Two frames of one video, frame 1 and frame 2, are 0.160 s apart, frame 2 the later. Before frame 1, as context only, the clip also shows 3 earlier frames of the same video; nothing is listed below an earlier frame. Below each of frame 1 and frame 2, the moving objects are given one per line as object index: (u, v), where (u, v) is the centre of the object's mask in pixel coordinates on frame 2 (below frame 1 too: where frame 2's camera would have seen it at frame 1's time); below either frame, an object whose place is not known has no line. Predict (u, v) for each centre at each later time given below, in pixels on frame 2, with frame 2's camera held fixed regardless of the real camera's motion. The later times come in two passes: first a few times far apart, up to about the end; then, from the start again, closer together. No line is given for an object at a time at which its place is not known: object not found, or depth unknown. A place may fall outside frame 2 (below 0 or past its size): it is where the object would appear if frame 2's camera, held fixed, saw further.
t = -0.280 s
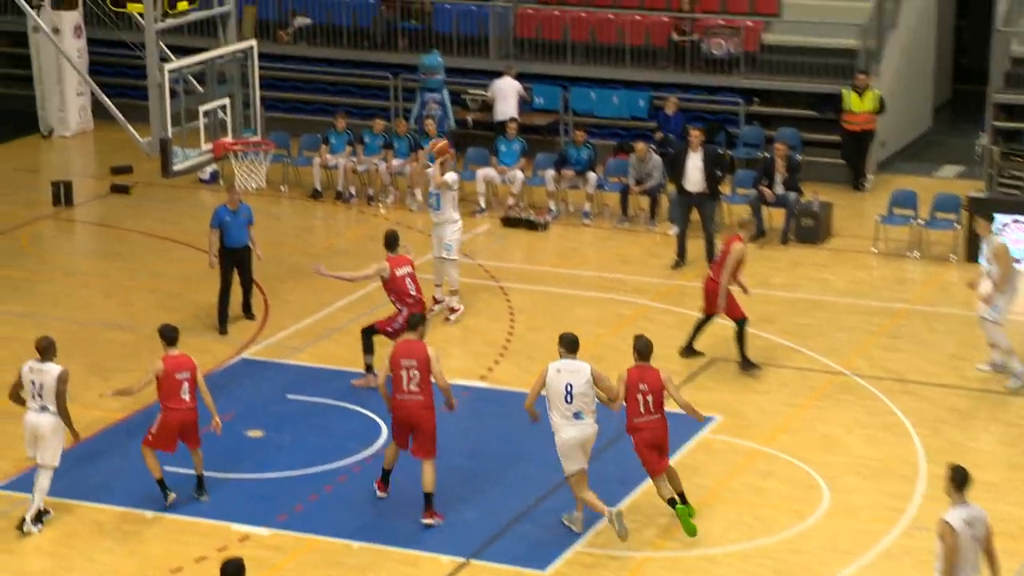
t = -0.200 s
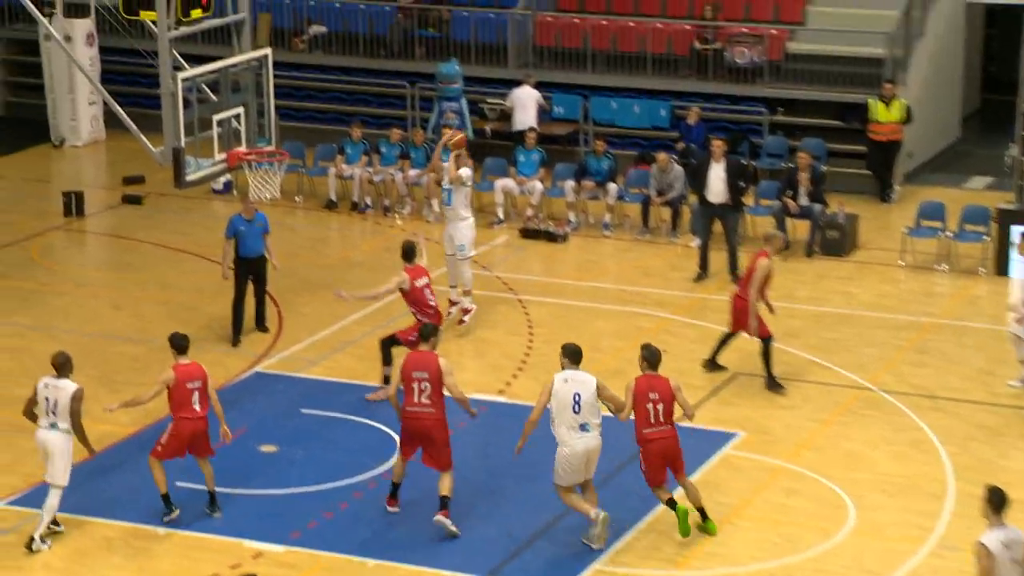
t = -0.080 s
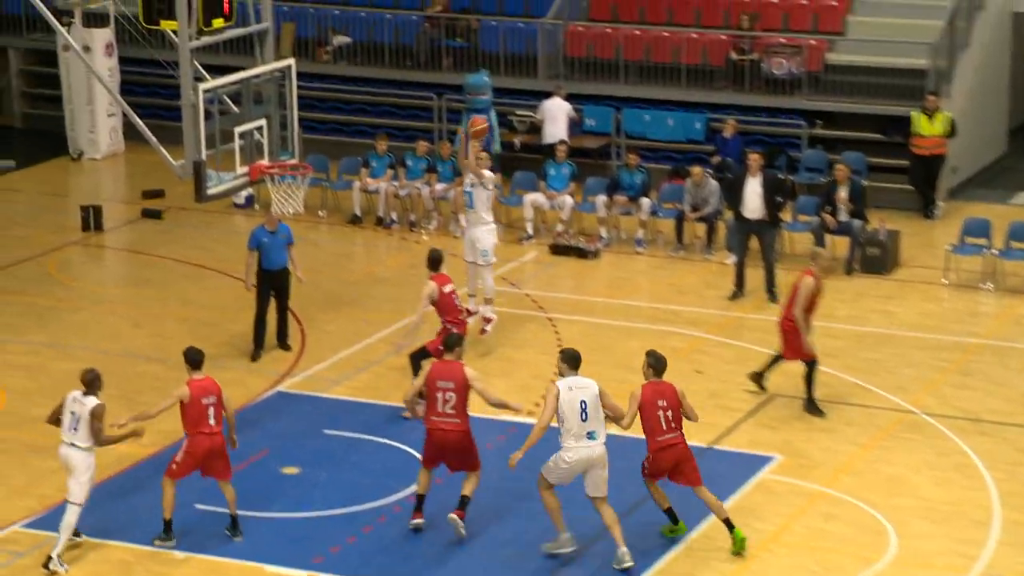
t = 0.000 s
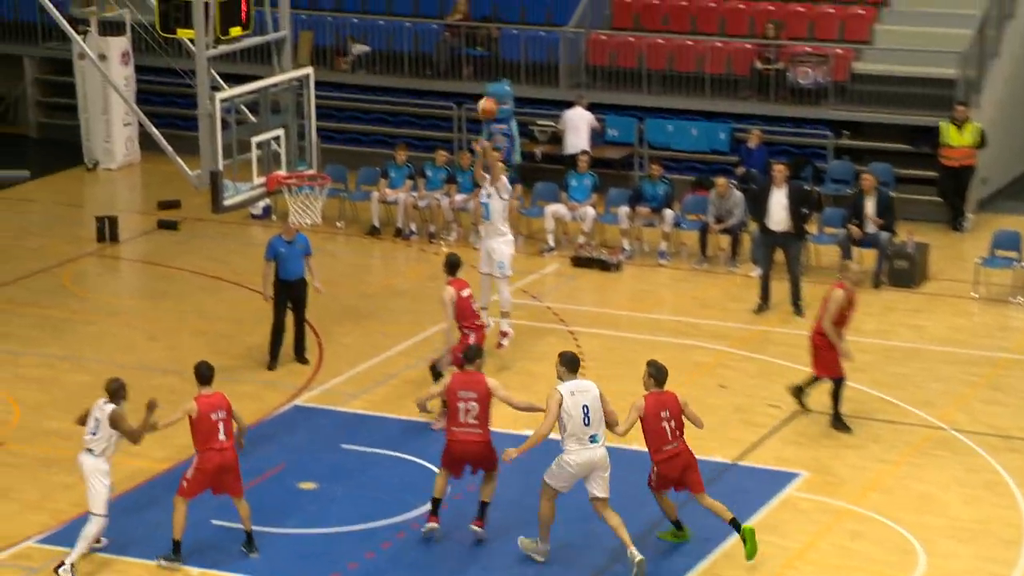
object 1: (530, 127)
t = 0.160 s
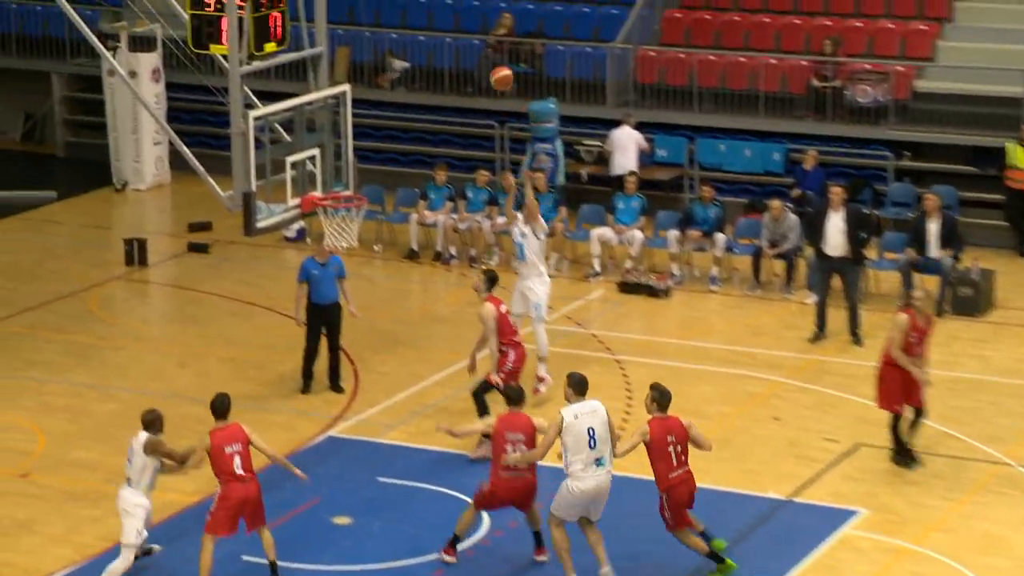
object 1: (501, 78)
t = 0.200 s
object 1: (494, 68)
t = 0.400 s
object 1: (456, 47)
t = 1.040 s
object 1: (338, 192)
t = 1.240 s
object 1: (361, 175)
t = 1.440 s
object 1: (365, 189)
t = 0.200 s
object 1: (494, 68)
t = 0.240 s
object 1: (487, 62)
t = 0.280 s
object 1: (479, 56)
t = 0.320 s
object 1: (471, 51)
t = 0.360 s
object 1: (464, 48)
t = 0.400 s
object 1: (456, 47)
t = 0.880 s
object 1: (360, 158)
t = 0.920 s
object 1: (351, 179)
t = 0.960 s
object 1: (341, 195)
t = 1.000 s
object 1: (333, 194)
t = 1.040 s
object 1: (338, 192)
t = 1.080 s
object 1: (353, 189)
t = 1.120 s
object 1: (358, 187)
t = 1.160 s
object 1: (359, 181)
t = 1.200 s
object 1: (361, 177)
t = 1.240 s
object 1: (361, 175)
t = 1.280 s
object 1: (362, 175)
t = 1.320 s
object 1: (362, 176)
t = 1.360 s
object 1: (362, 179)
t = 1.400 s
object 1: (364, 183)
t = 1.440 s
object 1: (365, 189)
